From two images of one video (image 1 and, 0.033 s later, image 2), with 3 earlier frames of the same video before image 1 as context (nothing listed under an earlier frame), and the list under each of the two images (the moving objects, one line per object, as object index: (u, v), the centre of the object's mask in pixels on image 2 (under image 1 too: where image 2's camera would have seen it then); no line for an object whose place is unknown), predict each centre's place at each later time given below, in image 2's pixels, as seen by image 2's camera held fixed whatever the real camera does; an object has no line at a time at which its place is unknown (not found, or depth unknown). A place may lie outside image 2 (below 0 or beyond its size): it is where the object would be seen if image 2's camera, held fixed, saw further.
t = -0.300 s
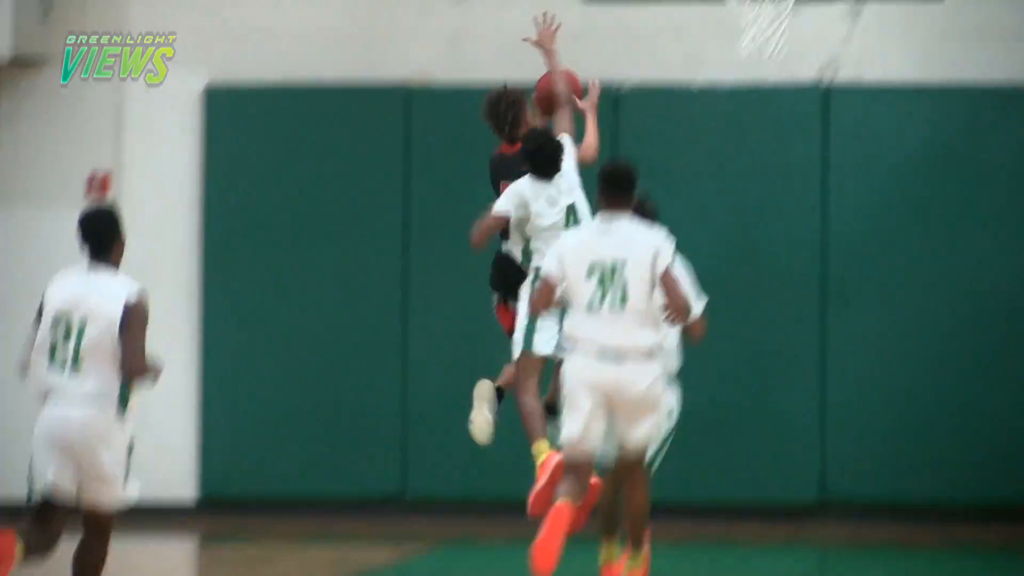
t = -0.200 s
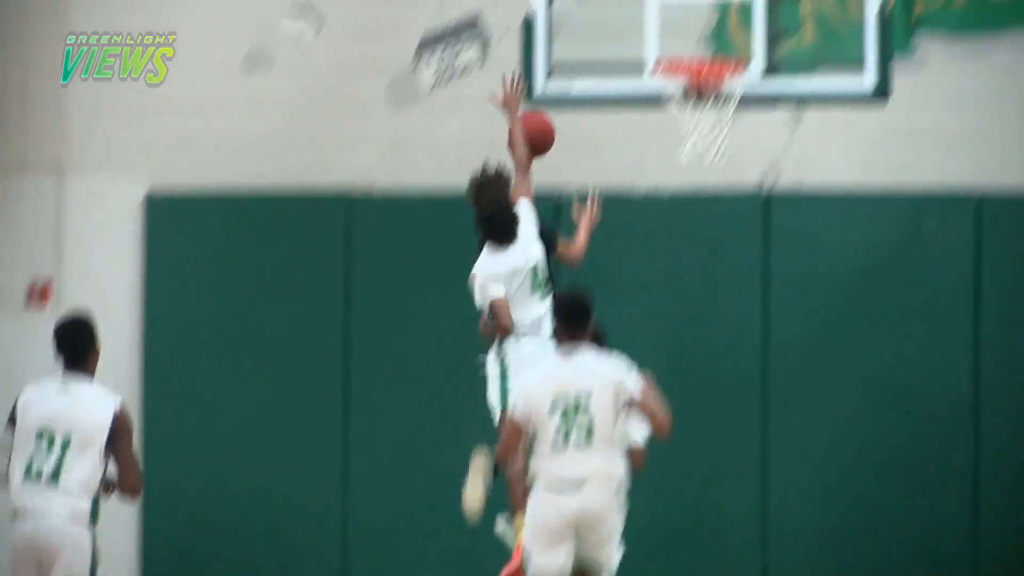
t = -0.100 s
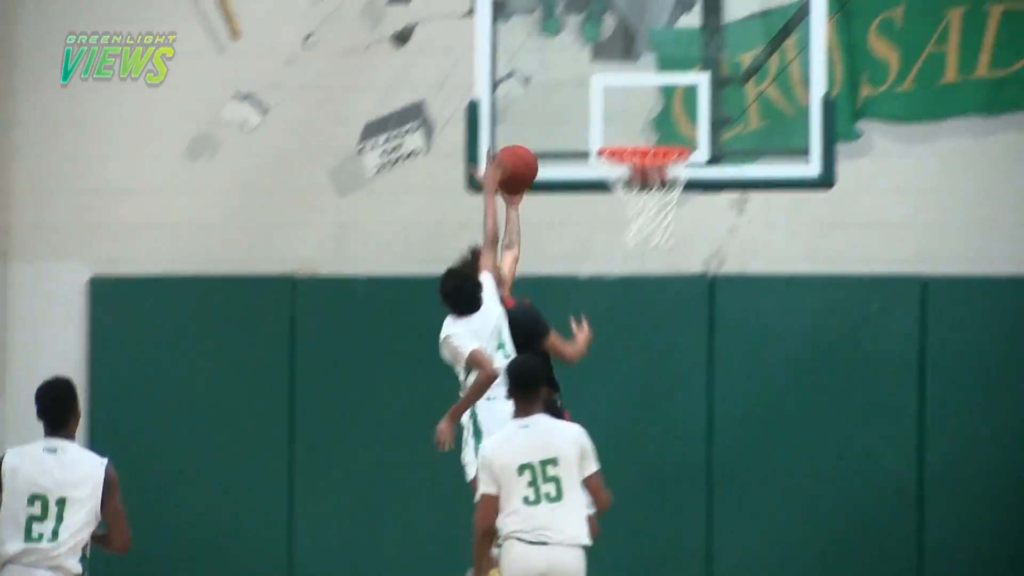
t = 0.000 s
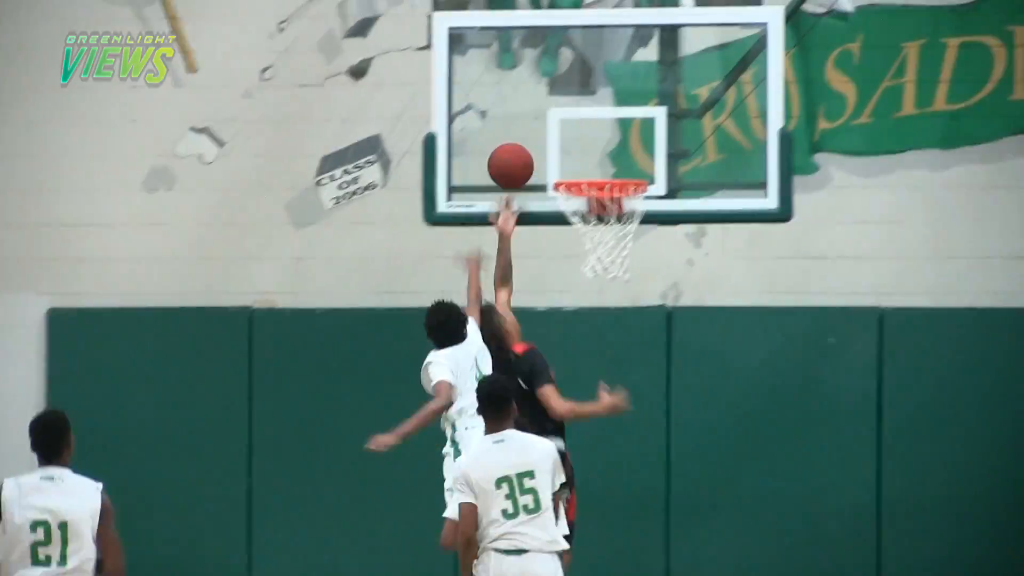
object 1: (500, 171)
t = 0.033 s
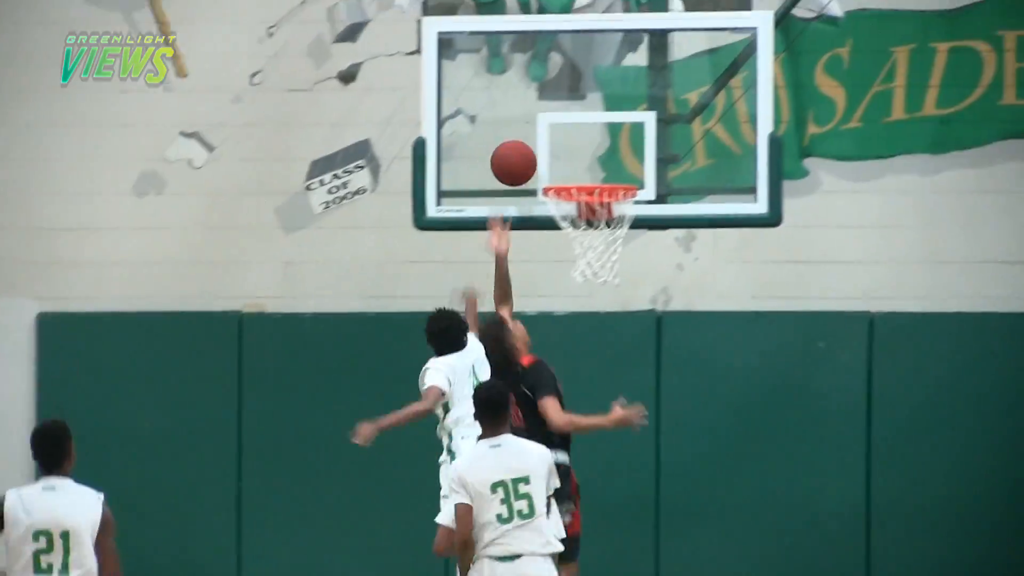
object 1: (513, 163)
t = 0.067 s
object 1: (527, 158)
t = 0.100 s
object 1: (535, 152)
